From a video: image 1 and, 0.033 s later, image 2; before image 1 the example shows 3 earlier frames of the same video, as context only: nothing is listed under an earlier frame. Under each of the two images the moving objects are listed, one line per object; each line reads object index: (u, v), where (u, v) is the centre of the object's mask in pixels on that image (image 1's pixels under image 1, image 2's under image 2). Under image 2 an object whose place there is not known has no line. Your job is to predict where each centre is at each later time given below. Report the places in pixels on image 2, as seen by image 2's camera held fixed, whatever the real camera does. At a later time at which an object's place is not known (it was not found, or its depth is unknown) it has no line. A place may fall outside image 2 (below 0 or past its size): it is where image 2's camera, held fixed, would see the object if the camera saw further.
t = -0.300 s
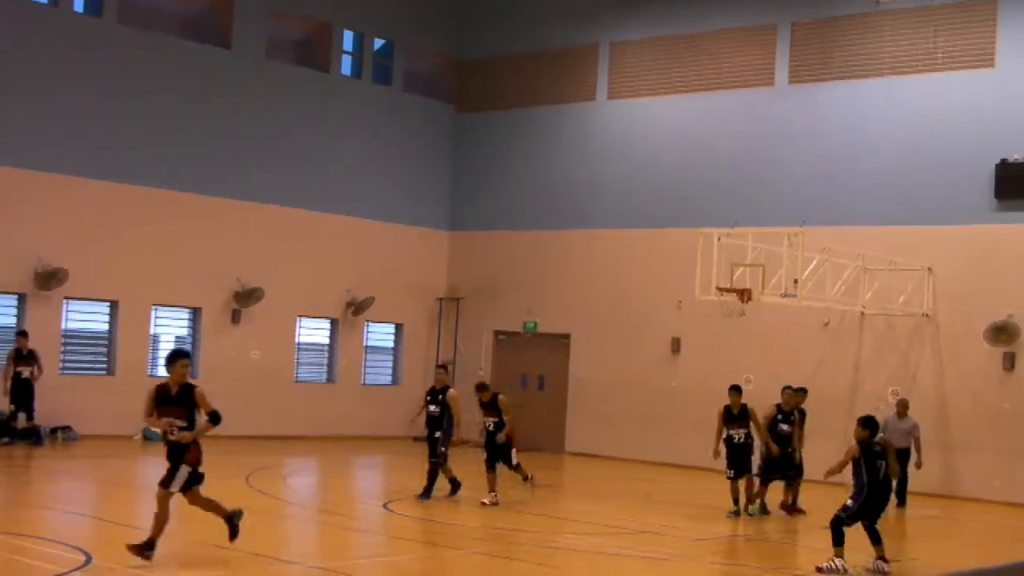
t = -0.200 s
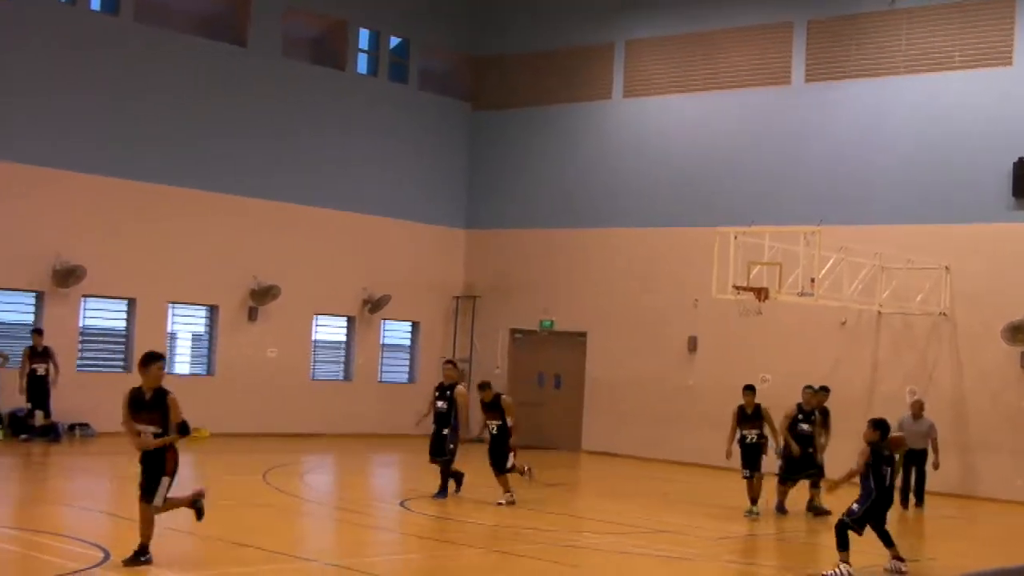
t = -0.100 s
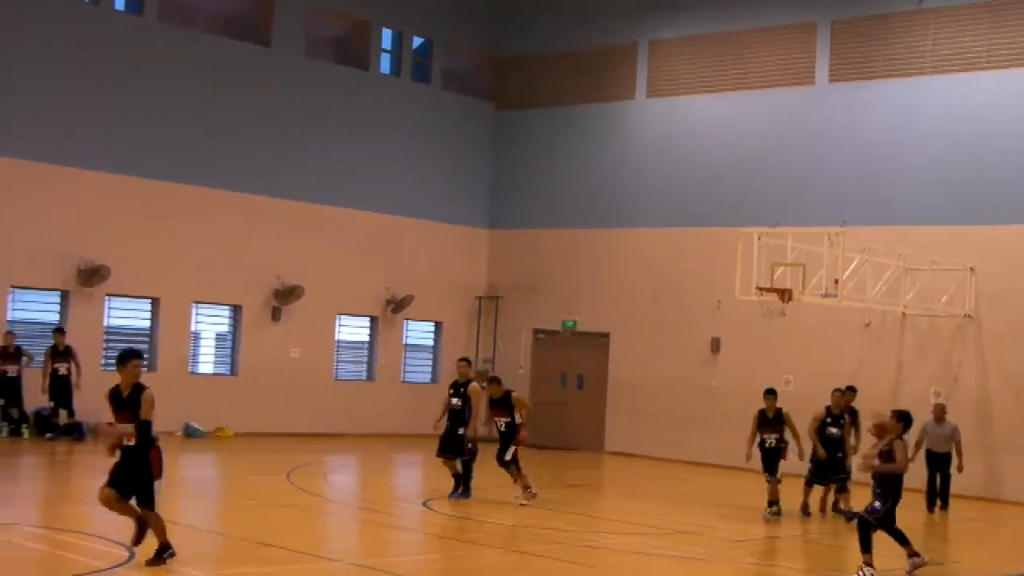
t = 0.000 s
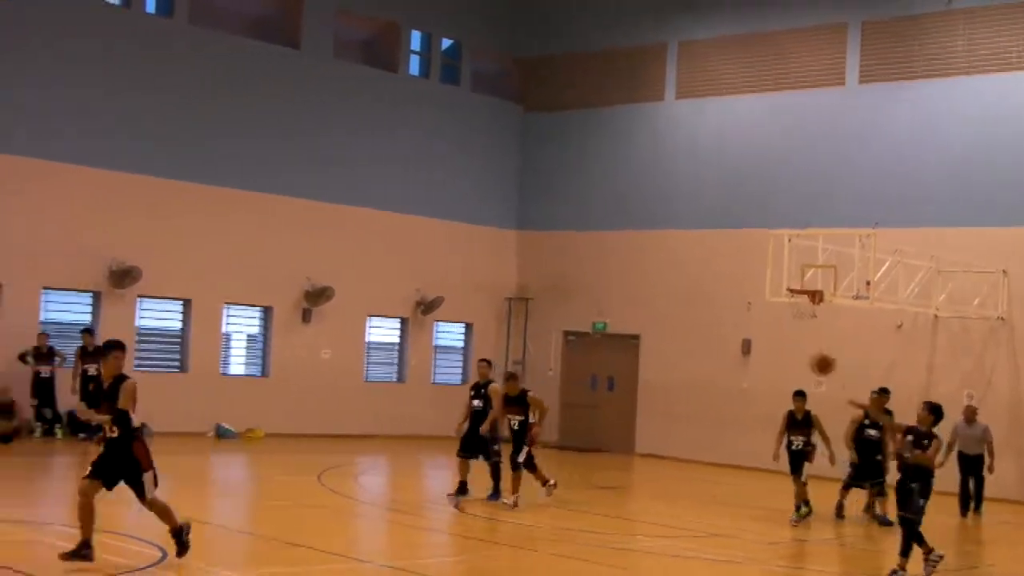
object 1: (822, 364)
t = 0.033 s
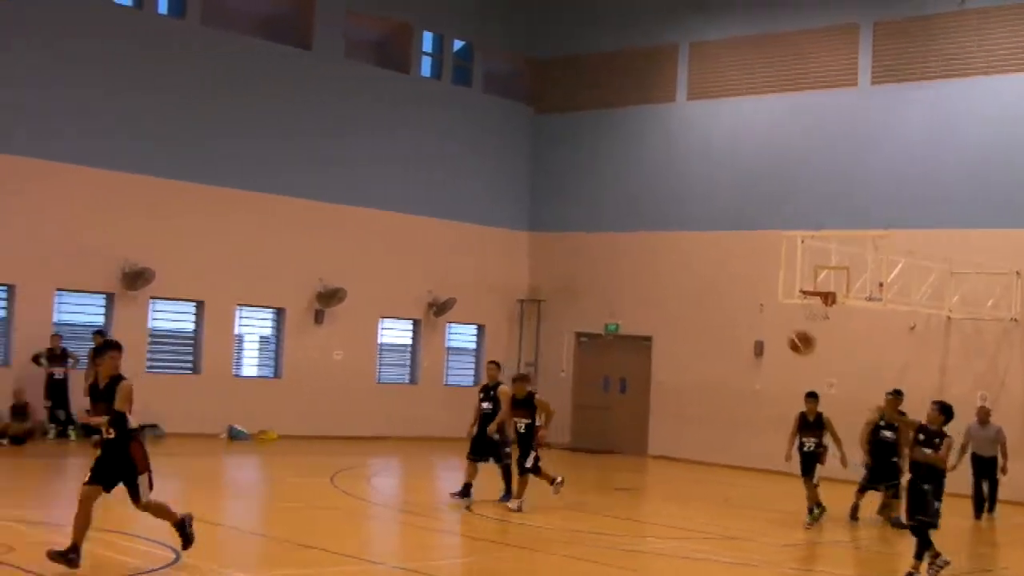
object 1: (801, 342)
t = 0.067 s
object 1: (767, 319)
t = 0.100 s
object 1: (731, 298)
